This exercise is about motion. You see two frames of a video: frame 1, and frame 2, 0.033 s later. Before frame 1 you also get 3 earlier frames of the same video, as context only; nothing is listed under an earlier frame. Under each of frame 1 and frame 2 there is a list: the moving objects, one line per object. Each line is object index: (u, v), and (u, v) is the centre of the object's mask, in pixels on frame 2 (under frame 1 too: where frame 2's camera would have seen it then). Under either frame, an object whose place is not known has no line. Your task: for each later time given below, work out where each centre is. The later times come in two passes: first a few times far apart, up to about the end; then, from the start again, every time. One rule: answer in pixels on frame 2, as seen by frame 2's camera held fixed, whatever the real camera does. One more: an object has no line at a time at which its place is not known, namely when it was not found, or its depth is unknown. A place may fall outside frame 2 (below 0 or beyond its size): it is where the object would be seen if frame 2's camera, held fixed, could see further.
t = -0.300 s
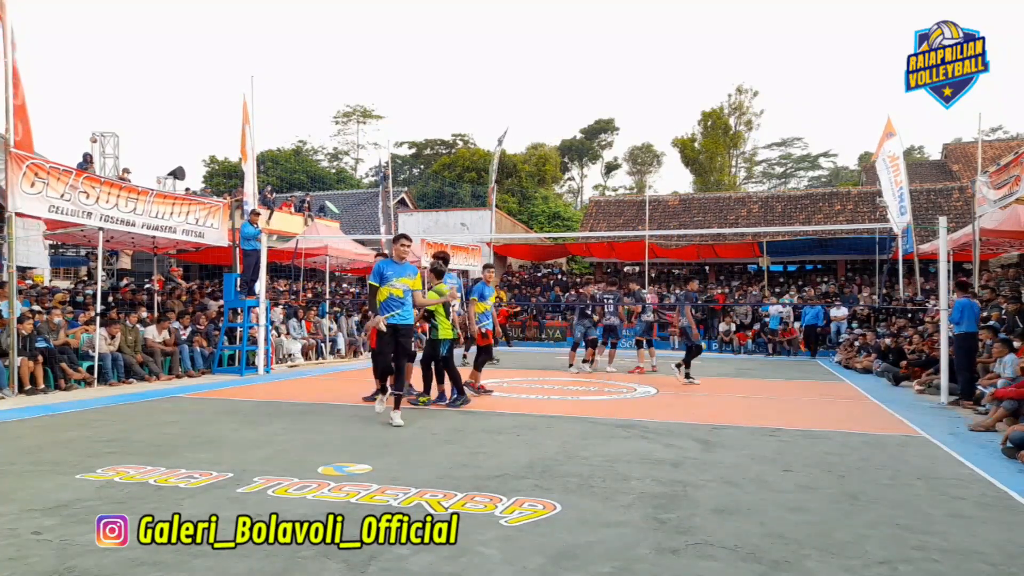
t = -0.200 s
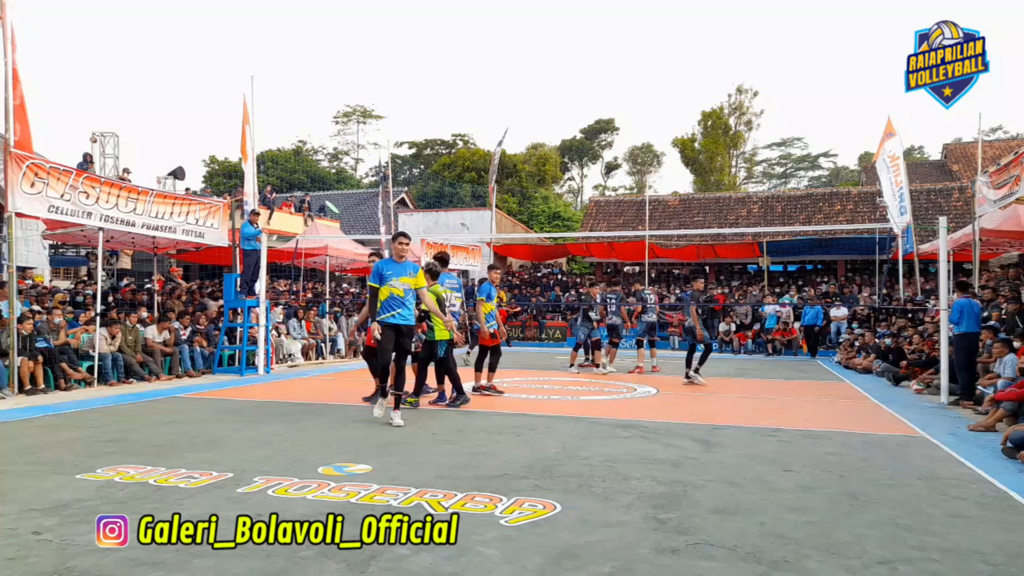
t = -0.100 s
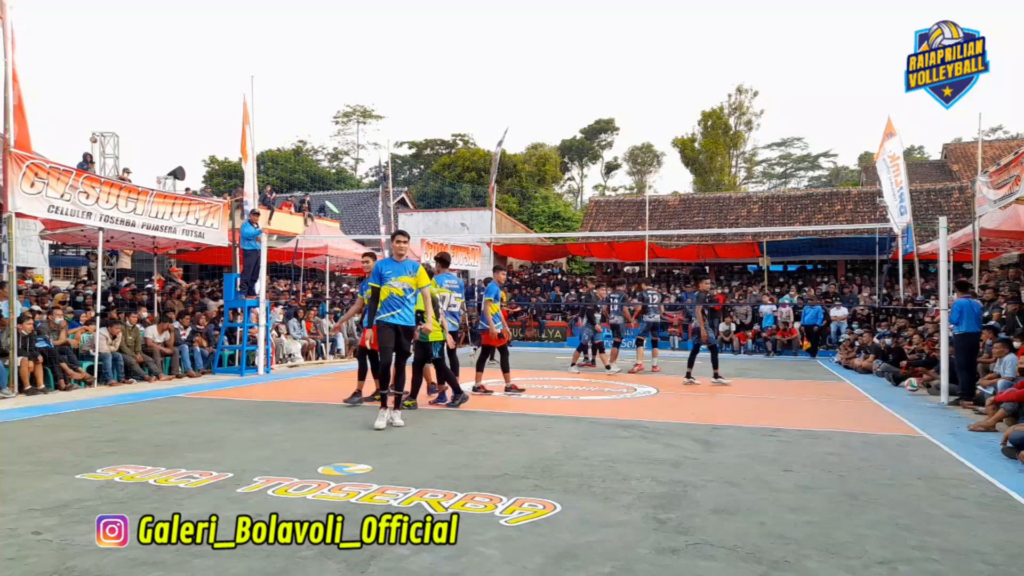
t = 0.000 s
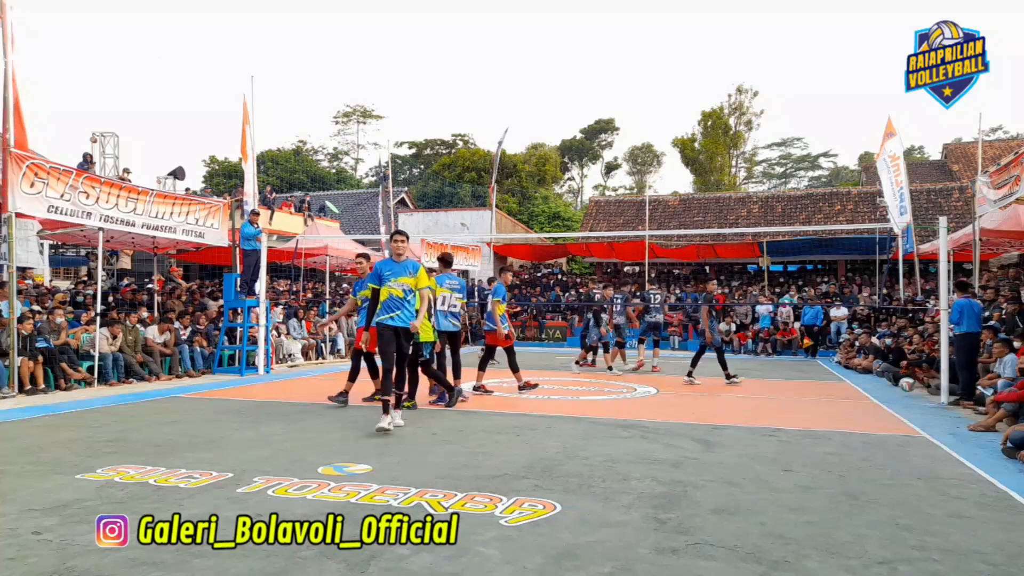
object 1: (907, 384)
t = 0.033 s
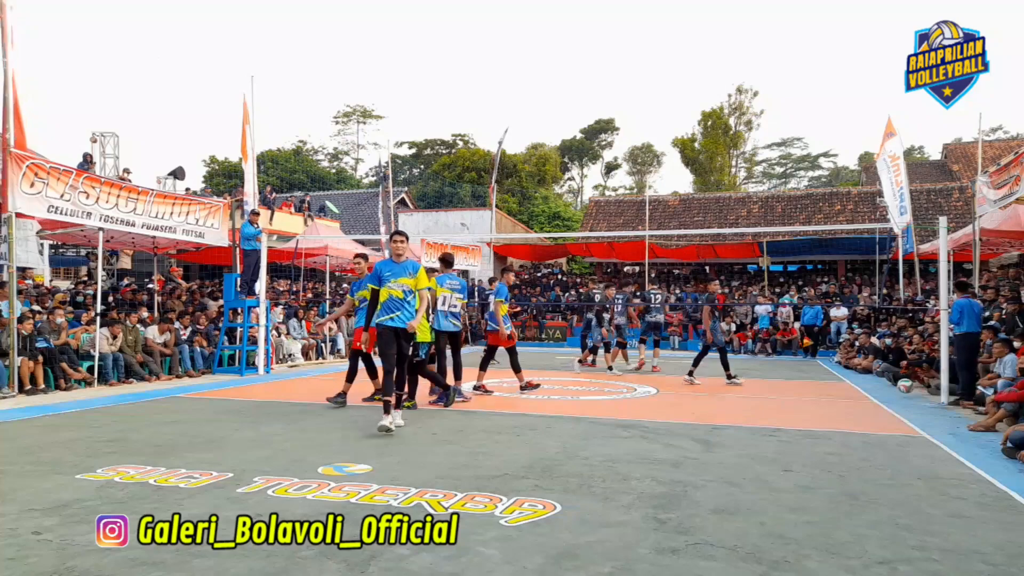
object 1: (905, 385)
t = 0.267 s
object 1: (895, 390)
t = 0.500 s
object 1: (883, 394)
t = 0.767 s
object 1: (869, 402)
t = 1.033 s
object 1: (853, 405)
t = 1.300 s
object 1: (836, 411)
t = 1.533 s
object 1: (819, 415)
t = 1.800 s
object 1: (796, 423)
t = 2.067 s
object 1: (769, 428)
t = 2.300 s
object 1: (745, 432)
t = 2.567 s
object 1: (712, 441)
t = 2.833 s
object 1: (678, 450)
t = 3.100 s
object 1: (638, 459)
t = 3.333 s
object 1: (600, 467)
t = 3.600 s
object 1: (550, 477)
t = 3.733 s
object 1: (524, 483)
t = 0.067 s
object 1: (904, 388)
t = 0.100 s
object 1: (901, 391)
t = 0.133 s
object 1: (899, 391)
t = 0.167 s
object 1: (899, 389)
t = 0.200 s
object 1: (897, 389)
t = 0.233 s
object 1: (897, 390)
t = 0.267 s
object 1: (895, 390)
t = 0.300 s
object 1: (894, 392)
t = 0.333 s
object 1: (892, 395)
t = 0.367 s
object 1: (890, 394)
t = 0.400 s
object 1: (889, 393)
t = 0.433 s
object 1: (887, 392)
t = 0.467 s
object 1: (886, 393)
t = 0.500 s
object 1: (883, 394)
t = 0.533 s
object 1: (881, 396)
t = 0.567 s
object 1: (880, 399)
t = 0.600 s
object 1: (878, 399)
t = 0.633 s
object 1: (877, 398)
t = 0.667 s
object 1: (875, 397)
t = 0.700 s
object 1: (874, 398)
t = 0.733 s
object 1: (872, 400)
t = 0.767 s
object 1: (869, 402)
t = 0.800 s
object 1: (868, 402)
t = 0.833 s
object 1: (866, 401)
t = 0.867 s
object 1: (863, 401)
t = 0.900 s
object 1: (863, 401)
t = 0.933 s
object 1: (859, 403)
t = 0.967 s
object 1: (858, 405)
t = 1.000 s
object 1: (856, 405)
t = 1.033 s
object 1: (853, 405)
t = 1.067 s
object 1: (852, 404)
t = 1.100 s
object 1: (849, 405)
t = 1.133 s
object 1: (847, 407)
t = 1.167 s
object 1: (846, 410)
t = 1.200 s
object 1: (842, 408)
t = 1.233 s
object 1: (841, 408)
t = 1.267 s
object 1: (838, 410)
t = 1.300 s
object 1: (836, 411)
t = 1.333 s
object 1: (834, 411)
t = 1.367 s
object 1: (831, 411)
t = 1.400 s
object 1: (828, 411)
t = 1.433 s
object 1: (827, 412)
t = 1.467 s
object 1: (823, 415)
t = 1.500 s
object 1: (821, 416)
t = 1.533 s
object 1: (819, 415)
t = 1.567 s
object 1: (815, 416)
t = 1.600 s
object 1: (813, 417)
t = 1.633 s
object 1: (810, 419)
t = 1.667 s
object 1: (807, 419)
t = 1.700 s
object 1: (805, 419)
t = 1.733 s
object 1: (802, 421)
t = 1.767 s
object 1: (798, 423)
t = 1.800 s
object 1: (796, 423)
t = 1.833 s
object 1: (792, 423)
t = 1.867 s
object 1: (789, 425)
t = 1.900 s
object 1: (786, 425)
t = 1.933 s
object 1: (782, 425)
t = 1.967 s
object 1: (779, 425)
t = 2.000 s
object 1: (776, 426)
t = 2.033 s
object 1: (773, 429)
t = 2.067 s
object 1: (769, 428)
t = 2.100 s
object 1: (766, 428)
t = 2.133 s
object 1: (762, 429)
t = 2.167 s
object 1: (759, 430)
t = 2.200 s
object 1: (755, 433)
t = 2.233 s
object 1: (752, 431)
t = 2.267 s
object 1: (747, 431)
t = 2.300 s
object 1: (745, 432)
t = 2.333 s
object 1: (741, 435)
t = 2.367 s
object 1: (736, 437)
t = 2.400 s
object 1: (733, 436)
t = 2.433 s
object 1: (729, 435)
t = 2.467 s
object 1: (725, 436)
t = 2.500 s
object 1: (721, 439)
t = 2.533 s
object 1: (717, 441)
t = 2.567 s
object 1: (712, 441)
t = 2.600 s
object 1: (708, 441)
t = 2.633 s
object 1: (705, 442)
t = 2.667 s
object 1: (700, 445)
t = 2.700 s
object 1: (696, 444)
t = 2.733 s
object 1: (691, 444)
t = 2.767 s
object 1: (687, 445)
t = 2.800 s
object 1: (682, 448)
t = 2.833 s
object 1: (678, 450)
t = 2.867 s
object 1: (673, 449)
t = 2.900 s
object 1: (667, 449)
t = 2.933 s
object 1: (663, 451)
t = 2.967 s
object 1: (659, 454)
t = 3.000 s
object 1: (653, 454)
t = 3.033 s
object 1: (648, 455)
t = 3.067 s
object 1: (643, 457)
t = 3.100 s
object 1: (638, 459)
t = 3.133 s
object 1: (633, 459)
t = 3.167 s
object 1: (628, 461)
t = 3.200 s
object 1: (622, 462)
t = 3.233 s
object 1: (616, 463)
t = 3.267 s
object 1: (610, 465)
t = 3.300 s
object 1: (605, 466)
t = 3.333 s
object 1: (600, 467)
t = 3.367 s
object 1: (594, 469)
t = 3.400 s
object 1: (588, 470)
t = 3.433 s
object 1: (582, 471)
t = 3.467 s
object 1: (576, 472)
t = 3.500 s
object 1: (570, 474)
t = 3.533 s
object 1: (564, 474)
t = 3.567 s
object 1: (557, 475)
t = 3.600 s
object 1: (550, 477)
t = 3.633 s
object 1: (544, 479)
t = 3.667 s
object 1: (538, 480)
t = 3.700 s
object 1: (531, 481)
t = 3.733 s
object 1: (524, 483)
